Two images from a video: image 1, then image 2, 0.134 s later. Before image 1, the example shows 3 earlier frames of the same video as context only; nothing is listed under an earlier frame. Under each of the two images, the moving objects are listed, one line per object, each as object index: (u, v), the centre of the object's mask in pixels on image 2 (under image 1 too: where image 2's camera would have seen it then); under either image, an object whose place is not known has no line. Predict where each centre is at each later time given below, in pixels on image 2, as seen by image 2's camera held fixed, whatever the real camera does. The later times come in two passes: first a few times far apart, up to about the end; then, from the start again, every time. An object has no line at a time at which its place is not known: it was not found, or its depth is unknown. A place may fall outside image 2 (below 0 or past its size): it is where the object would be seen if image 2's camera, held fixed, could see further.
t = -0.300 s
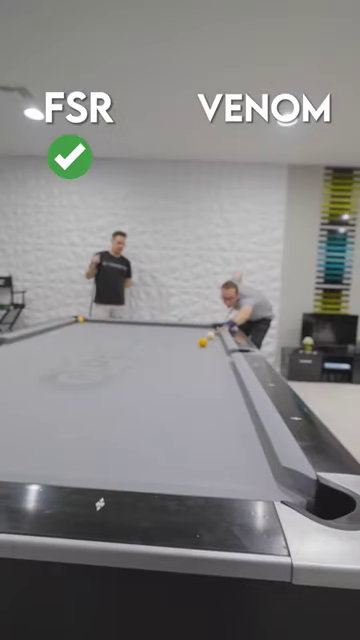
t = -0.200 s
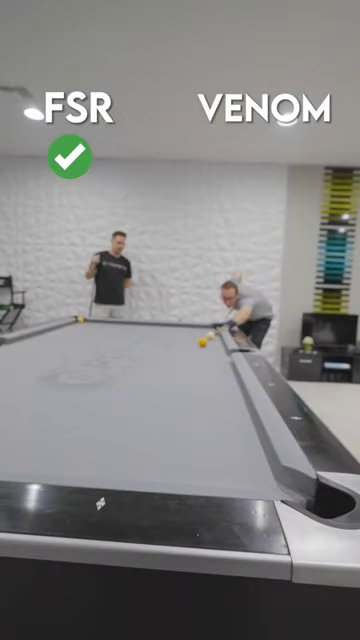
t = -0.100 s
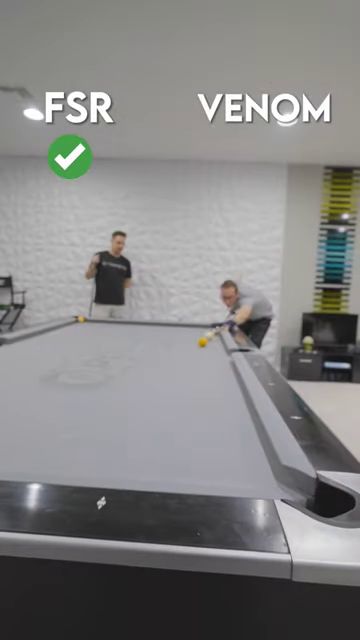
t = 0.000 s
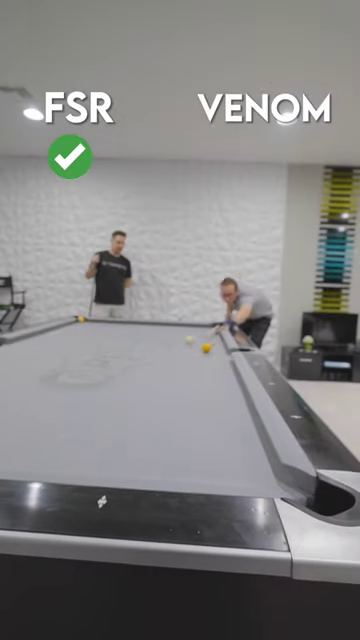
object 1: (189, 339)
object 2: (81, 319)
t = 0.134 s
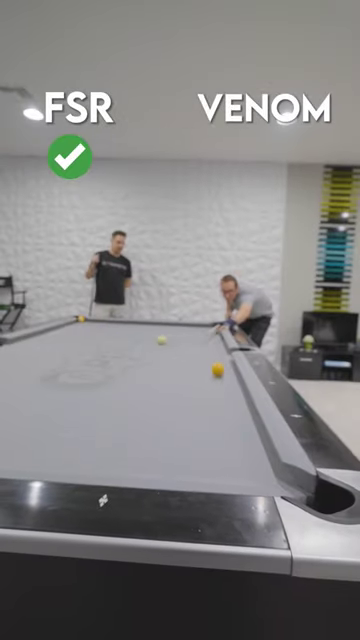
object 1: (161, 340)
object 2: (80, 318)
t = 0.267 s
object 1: (132, 341)
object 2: (81, 319)
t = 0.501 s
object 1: (72, 346)
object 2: (81, 319)
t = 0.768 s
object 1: (-17, 355)
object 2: (81, 318)
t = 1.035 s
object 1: (-55, 376)
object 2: (82, 318)
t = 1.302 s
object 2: (83, 318)
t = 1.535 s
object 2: (84, 318)
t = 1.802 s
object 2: (83, 318)
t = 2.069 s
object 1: (163, 389)
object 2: (82, 318)
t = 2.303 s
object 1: (211, 379)
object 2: (80, 318)
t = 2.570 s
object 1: (207, 367)
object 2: (79, 318)
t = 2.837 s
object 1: (180, 358)
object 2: (78, 318)
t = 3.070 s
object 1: (163, 352)
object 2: (79, 318)
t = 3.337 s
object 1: (151, 348)
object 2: (80, 320)
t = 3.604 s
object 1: (142, 344)
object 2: (83, 321)
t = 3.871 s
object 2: (85, 324)
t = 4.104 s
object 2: (87, 323)
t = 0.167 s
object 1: (154, 340)
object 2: (81, 319)
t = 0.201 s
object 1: (147, 340)
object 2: (81, 318)
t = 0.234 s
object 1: (140, 341)
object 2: (81, 319)
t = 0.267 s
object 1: (132, 341)
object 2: (81, 319)
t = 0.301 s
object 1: (125, 342)
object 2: (81, 319)
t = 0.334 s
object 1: (117, 342)
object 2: (81, 319)
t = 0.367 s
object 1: (108, 343)
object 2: (81, 319)
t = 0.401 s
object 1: (100, 343)
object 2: (81, 318)
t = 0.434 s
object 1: (91, 344)
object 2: (81, 318)
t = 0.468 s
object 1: (82, 345)
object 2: (81, 319)
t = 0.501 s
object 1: (72, 346)
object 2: (81, 319)
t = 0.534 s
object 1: (63, 347)
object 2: (81, 319)
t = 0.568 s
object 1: (53, 349)
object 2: (81, 319)
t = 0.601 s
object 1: (42, 349)
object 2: (81, 318)
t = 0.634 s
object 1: (32, 350)
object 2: (81, 319)
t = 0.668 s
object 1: (21, 352)
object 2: (81, 318)
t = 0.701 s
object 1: (7, 353)
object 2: (82, 318)
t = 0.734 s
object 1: (-4, 354)
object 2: (82, 319)
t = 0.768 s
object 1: (-17, 355)
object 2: (81, 318)
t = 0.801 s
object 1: (-27, 356)
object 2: (82, 318)
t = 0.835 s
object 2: (82, 318)
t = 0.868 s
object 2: (82, 318)
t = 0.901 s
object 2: (82, 319)
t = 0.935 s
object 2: (82, 318)
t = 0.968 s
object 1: (-47, 370)
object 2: (82, 318)
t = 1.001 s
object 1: (-50, 372)
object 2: (82, 318)
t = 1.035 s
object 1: (-55, 376)
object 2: (82, 318)
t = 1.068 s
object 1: (-59, 380)
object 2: (83, 318)
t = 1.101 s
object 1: (-63, 384)
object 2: (83, 319)
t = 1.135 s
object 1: (-67, 389)
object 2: (83, 318)
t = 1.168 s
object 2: (83, 318)
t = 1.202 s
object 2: (83, 318)
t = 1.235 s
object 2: (83, 318)
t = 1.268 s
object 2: (83, 318)
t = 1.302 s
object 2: (83, 318)
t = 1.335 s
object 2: (83, 318)
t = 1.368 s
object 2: (84, 318)
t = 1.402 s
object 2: (84, 318)
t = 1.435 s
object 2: (84, 318)
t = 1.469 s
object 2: (84, 318)
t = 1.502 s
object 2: (84, 318)
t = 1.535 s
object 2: (84, 318)
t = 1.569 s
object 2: (84, 319)
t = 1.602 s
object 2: (84, 318)
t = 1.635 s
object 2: (84, 318)
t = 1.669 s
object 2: (84, 318)
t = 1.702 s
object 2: (84, 318)
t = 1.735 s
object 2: (84, 318)
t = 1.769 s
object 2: (84, 318)
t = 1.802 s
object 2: (83, 318)
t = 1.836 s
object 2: (83, 318)
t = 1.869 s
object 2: (83, 318)
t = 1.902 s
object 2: (83, 318)
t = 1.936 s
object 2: (83, 318)
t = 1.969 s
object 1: (138, 395)
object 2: (83, 318)
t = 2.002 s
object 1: (147, 392)
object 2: (82, 318)
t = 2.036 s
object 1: (155, 390)
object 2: (82, 318)
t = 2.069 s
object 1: (163, 389)
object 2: (82, 318)
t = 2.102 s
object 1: (171, 387)
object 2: (82, 318)
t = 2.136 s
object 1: (178, 385)
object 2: (82, 318)
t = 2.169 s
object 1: (185, 384)
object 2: (81, 318)
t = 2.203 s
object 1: (192, 383)
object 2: (81, 318)
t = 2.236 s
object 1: (199, 382)
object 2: (81, 319)
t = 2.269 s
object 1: (205, 381)
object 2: (80, 318)
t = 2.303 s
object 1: (211, 379)
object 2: (80, 318)
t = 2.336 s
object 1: (217, 378)
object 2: (80, 319)
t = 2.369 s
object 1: (223, 377)
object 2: (80, 319)
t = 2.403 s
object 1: (229, 375)
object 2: (80, 318)
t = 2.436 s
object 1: (227, 374)
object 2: (80, 318)
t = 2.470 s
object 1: (220, 372)
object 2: (79, 318)
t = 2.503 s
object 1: (216, 371)
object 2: (79, 318)
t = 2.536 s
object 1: (212, 369)
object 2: (79, 318)
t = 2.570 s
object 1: (207, 367)
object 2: (79, 318)
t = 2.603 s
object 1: (203, 366)
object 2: (79, 318)
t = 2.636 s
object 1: (199, 365)
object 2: (79, 318)
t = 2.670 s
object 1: (196, 364)
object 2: (79, 318)
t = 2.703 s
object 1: (192, 363)
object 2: (79, 318)
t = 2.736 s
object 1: (189, 362)
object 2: (78, 318)
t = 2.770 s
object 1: (186, 360)
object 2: (78, 318)
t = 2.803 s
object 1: (183, 359)
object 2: (78, 318)
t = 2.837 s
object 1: (180, 358)
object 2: (78, 318)
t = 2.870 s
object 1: (177, 357)
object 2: (79, 318)
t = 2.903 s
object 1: (174, 356)
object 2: (78, 318)
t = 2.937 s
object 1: (172, 355)
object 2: (79, 318)
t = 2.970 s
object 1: (170, 354)
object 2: (79, 318)
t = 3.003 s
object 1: (168, 353)
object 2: (79, 318)
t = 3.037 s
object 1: (165, 352)
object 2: (79, 318)
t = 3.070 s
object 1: (163, 352)
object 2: (79, 318)
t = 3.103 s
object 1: (162, 351)
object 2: (79, 318)
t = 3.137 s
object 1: (160, 351)
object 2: (79, 319)
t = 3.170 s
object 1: (158, 350)
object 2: (79, 319)
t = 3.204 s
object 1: (156, 349)
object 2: (80, 319)
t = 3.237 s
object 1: (155, 349)
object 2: (80, 319)
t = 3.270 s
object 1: (153, 349)
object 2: (80, 319)
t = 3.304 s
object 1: (152, 348)
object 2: (80, 319)
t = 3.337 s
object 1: (151, 348)
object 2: (80, 320)
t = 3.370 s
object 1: (150, 347)
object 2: (81, 320)
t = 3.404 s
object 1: (149, 346)
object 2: (82, 320)
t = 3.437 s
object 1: (148, 346)
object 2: (82, 320)
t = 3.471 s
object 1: (147, 346)
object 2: (82, 320)
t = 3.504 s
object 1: (147, 346)
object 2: (82, 321)
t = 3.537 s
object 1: (144, 345)
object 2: (82, 321)
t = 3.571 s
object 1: (144, 345)
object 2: (83, 321)
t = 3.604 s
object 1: (142, 344)
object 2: (83, 321)
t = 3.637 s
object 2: (83, 322)
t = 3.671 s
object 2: (83, 322)
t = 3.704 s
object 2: (84, 323)
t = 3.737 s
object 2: (84, 323)
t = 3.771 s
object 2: (84, 323)
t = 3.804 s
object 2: (85, 323)
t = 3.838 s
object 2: (85, 323)
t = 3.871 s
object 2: (85, 324)
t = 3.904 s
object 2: (85, 324)
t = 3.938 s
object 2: (85, 324)
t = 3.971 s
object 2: (85, 323)
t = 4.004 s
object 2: (85, 323)
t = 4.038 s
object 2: (86, 323)
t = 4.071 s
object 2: (86, 323)
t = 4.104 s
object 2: (87, 323)
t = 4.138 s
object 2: (87, 323)
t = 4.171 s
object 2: (87, 323)
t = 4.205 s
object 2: (88, 323)
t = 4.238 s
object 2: (88, 324)
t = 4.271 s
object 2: (89, 324)
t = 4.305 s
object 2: (89, 324)
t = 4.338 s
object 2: (89, 324)
